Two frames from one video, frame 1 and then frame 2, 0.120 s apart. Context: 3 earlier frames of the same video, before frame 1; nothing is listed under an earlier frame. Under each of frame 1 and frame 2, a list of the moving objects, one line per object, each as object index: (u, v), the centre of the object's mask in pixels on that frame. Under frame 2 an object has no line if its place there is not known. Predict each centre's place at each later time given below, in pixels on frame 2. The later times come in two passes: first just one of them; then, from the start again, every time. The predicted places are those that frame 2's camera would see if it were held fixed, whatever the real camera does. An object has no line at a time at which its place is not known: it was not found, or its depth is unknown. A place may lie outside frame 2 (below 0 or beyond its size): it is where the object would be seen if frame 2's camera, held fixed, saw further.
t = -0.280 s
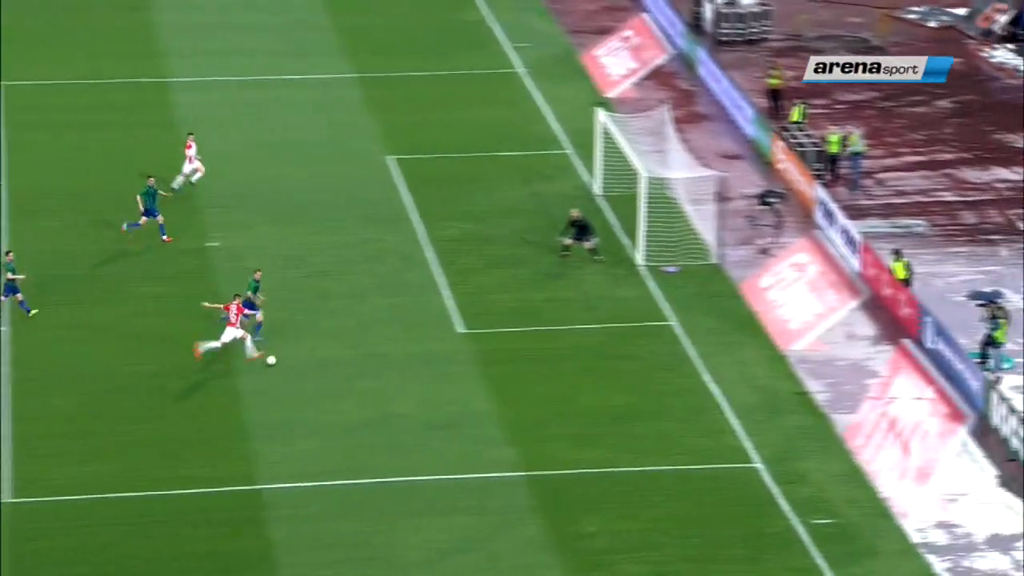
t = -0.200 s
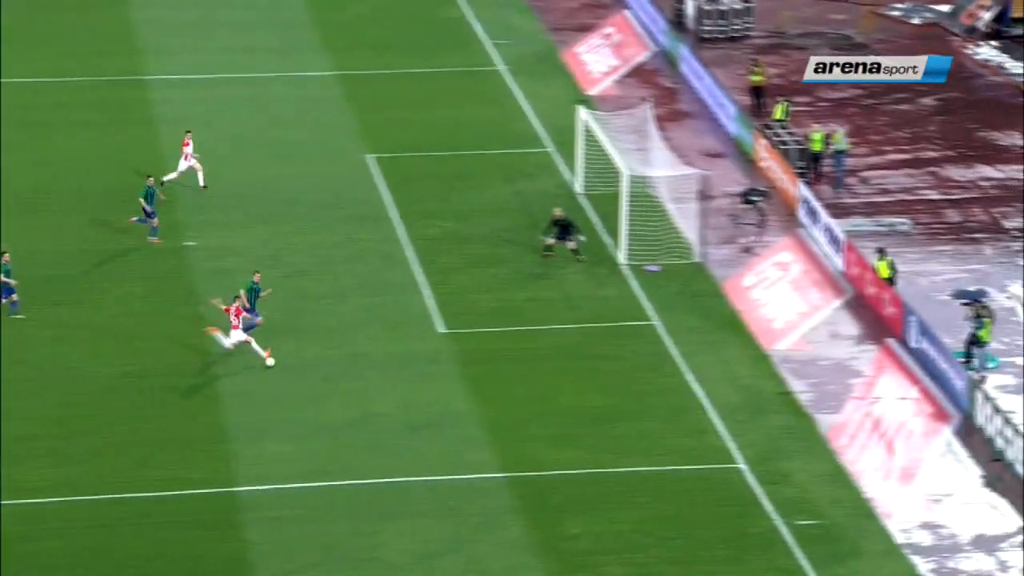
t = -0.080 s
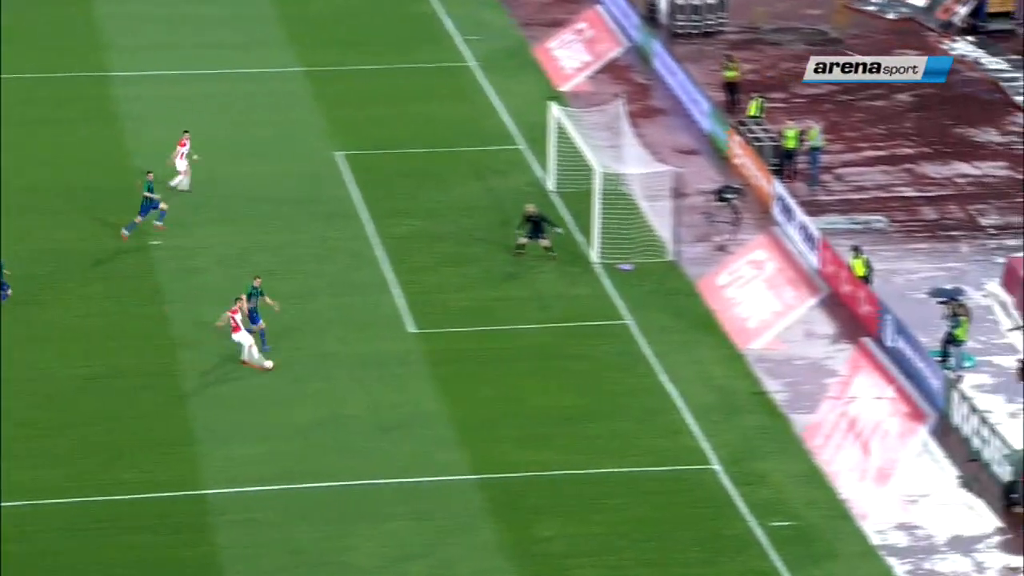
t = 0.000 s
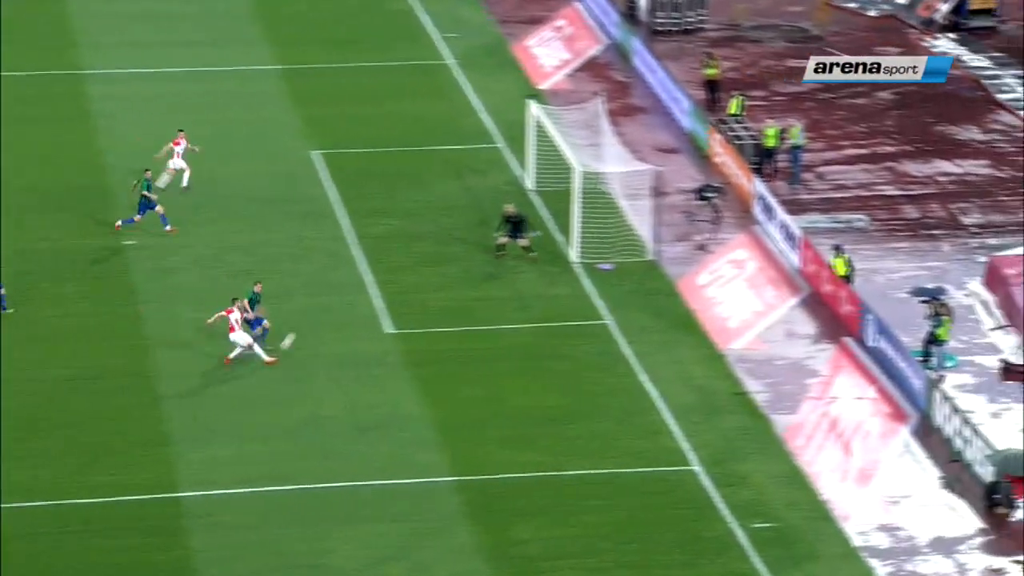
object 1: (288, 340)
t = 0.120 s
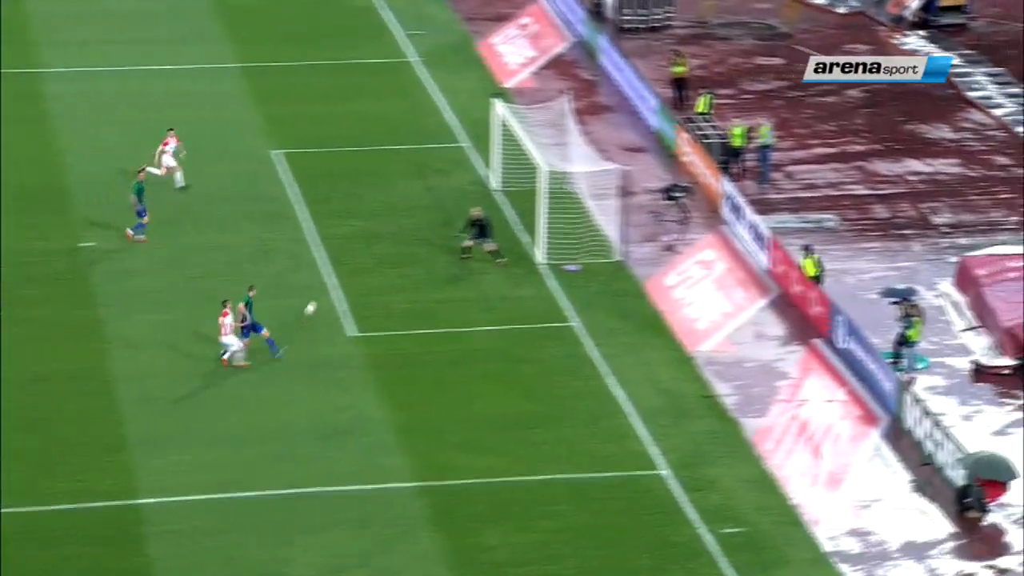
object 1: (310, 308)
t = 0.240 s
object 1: (362, 284)
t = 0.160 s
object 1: (328, 299)
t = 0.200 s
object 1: (346, 290)
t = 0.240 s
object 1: (362, 284)
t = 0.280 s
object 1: (378, 275)
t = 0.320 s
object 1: (393, 263)
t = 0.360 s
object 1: (406, 253)
